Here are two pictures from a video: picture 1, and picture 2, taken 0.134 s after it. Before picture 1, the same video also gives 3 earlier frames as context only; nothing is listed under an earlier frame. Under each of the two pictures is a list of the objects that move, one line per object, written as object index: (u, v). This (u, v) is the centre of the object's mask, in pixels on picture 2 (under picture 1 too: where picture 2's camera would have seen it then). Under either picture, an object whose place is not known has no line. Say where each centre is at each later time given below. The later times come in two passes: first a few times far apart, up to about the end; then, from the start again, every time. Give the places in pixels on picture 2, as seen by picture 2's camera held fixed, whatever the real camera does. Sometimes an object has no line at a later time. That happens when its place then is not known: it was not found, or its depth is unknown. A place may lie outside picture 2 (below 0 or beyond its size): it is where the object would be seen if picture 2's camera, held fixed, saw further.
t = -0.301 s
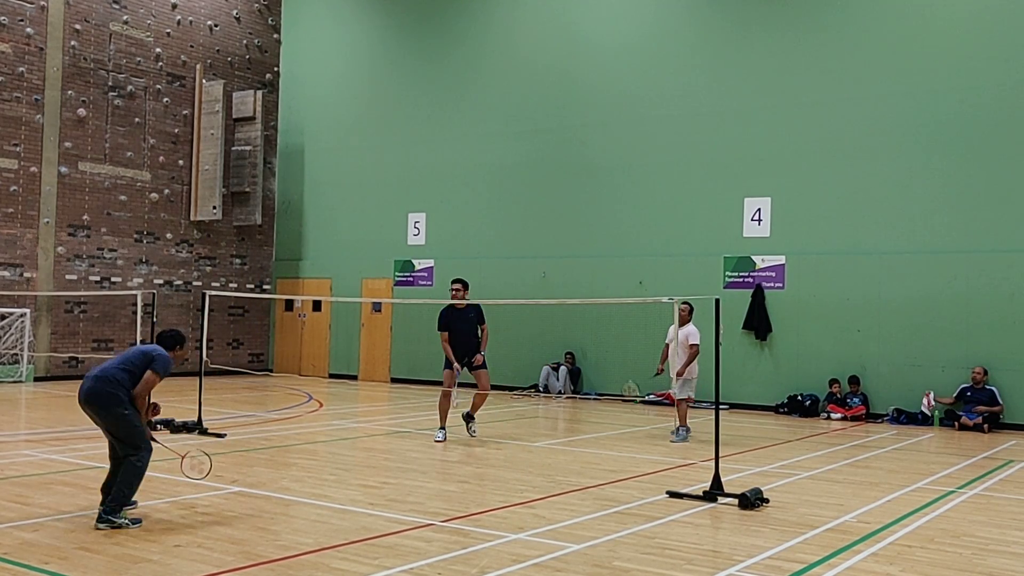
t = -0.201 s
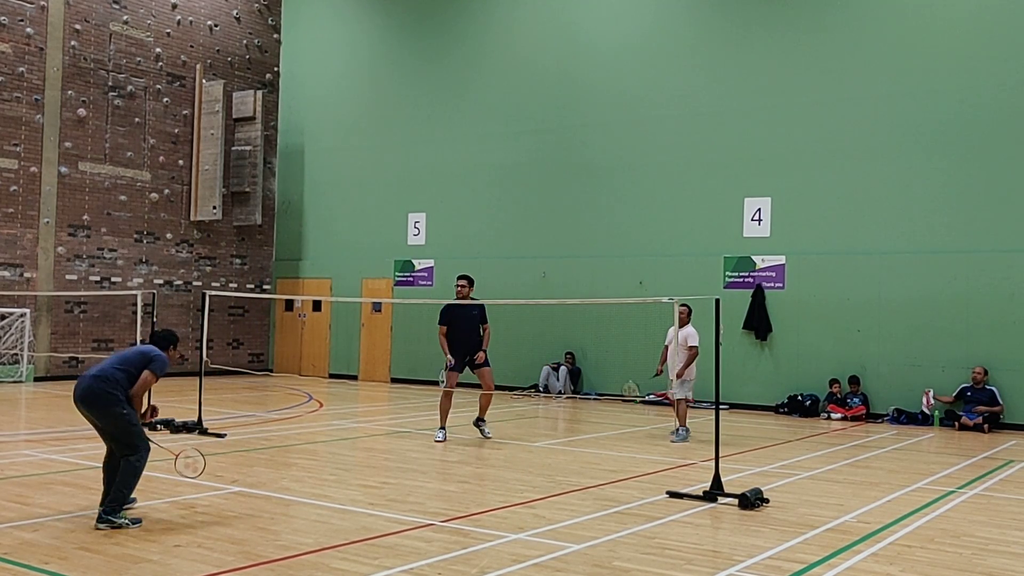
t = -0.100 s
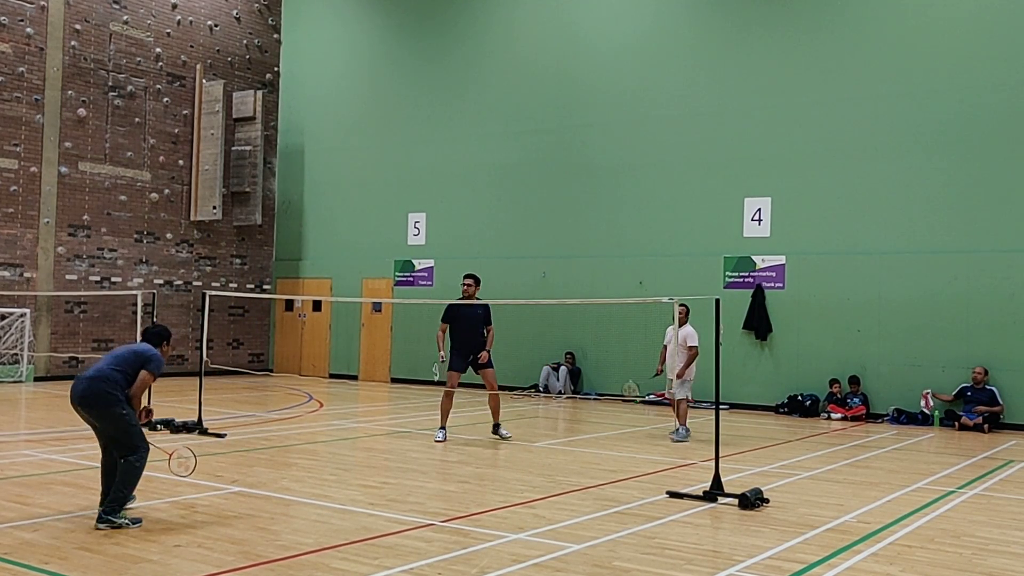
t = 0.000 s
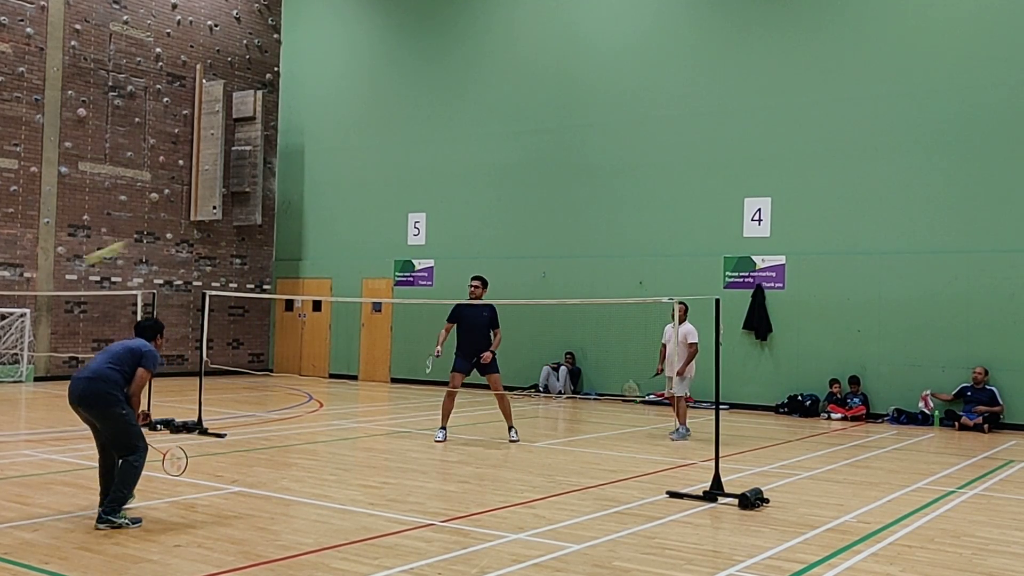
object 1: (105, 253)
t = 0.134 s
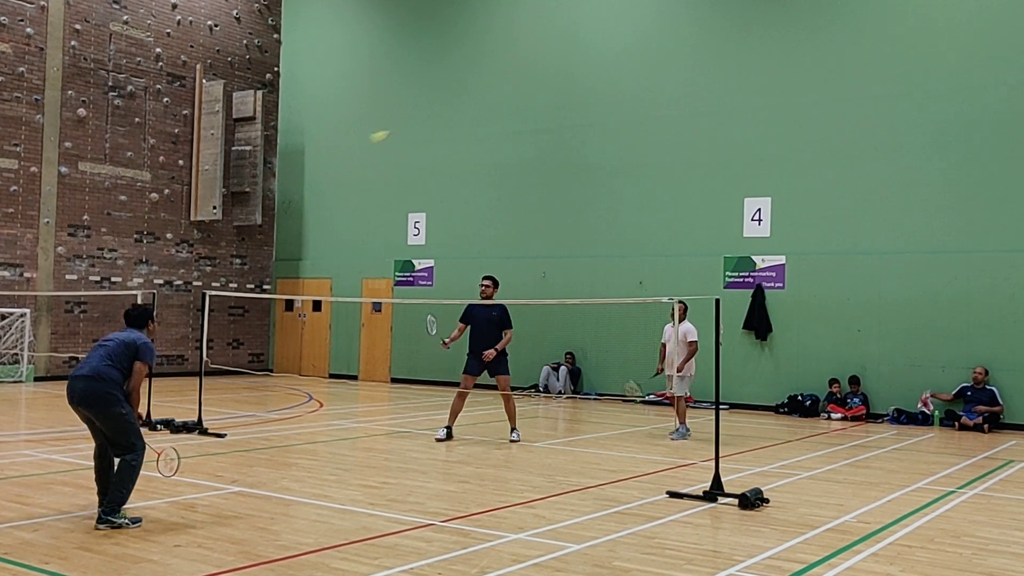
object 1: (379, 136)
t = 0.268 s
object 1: (501, 101)
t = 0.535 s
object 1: (627, 106)
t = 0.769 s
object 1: (691, 154)
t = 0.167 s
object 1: (417, 123)
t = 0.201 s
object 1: (450, 113)
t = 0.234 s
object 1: (477, 106)
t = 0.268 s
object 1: (501, 101)
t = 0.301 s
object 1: (523, 97)
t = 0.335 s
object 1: (542, 95)
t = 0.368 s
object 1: (560, 95)
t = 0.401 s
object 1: (576, 95)
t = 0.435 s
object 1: (590, 97)
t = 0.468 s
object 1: (604, 99)
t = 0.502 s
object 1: (616, 102)
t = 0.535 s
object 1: (627, 106)
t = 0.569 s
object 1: (638, 111)
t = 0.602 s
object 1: (648, 116)
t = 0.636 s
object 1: (658, 123)
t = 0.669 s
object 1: (667, 130)
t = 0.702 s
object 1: (675, 137)
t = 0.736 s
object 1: (683, 145)
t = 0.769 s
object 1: (691, 154)
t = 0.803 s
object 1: (698, 163)
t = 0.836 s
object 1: (705, 173)
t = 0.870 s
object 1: (711, 183)
